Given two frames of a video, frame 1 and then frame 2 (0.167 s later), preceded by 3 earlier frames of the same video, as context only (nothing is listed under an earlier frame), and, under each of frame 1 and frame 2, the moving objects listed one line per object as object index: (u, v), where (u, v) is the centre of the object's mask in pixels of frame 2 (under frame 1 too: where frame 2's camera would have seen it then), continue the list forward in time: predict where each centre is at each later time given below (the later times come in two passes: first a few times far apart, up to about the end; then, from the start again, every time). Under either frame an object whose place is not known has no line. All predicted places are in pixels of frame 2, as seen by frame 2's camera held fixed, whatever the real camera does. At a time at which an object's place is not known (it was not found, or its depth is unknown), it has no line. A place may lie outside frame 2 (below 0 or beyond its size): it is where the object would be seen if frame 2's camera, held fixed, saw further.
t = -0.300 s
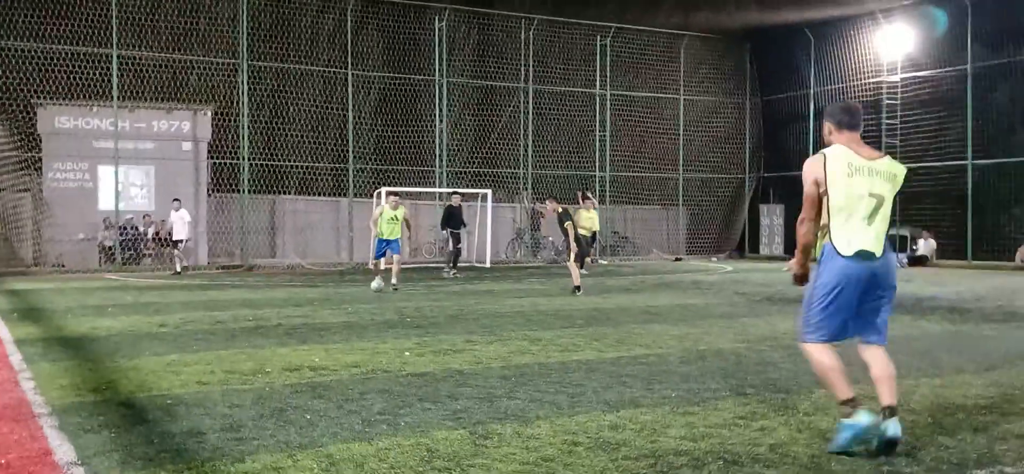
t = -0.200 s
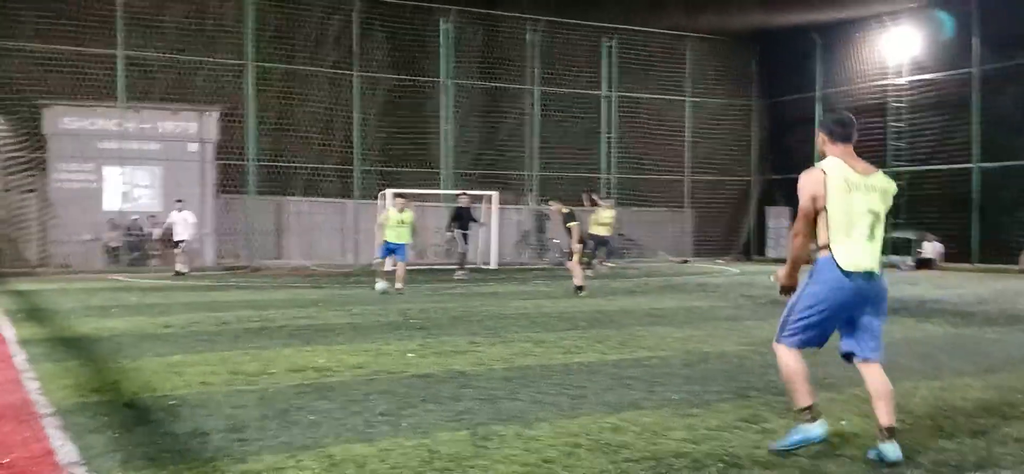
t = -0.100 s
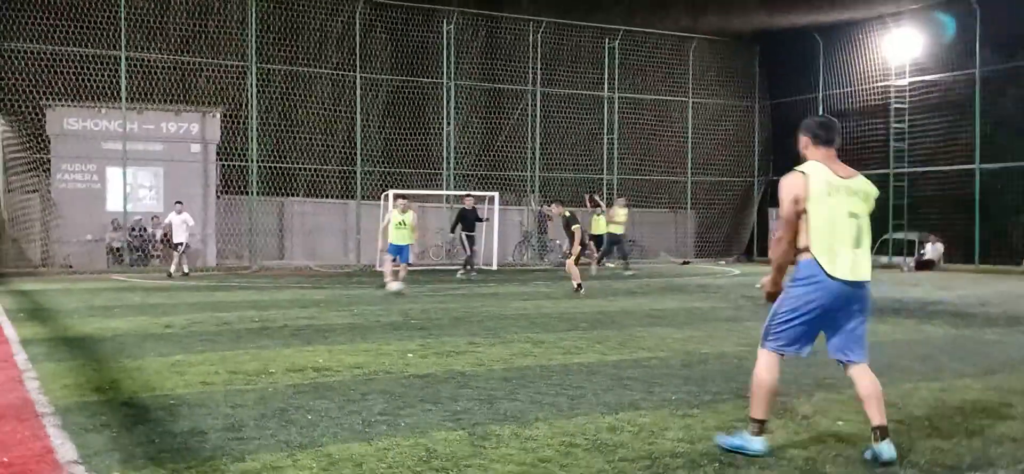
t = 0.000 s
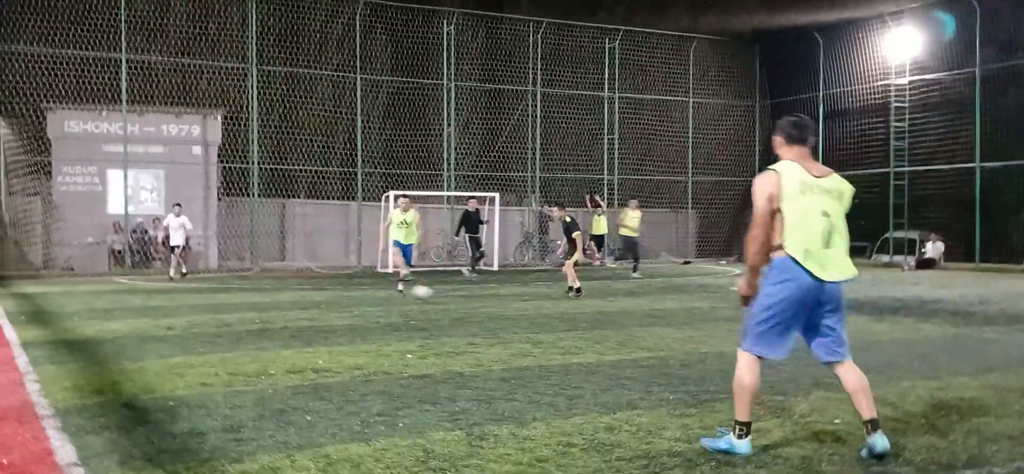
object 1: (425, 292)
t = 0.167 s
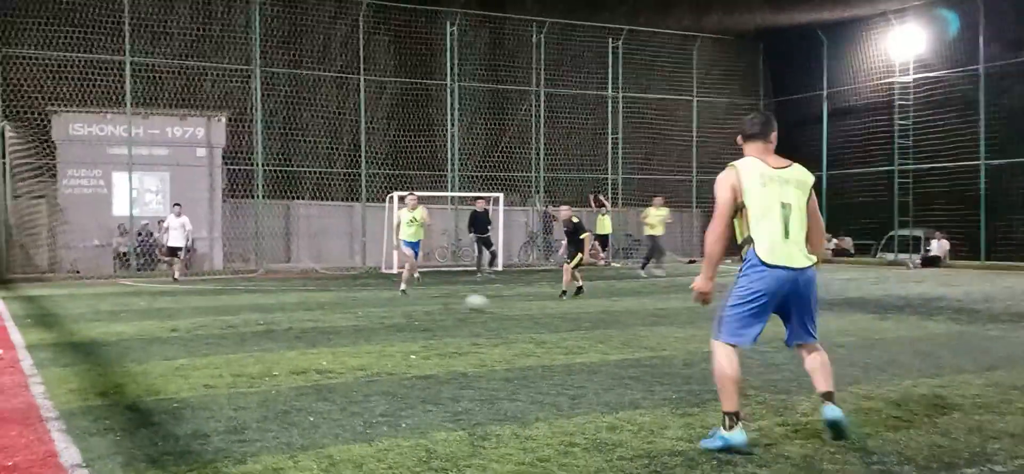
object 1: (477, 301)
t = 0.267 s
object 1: (511, 311)
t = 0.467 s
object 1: (584, 322)
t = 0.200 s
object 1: (488, 304)
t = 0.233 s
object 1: (497, 307)
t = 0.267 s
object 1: (511, 311)
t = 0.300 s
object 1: (521, 311)
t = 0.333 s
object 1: (534, 313)
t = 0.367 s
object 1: (547, 317)
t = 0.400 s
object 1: (559, 318)
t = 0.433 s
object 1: (570, 319)
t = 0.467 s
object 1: (584, 322)
